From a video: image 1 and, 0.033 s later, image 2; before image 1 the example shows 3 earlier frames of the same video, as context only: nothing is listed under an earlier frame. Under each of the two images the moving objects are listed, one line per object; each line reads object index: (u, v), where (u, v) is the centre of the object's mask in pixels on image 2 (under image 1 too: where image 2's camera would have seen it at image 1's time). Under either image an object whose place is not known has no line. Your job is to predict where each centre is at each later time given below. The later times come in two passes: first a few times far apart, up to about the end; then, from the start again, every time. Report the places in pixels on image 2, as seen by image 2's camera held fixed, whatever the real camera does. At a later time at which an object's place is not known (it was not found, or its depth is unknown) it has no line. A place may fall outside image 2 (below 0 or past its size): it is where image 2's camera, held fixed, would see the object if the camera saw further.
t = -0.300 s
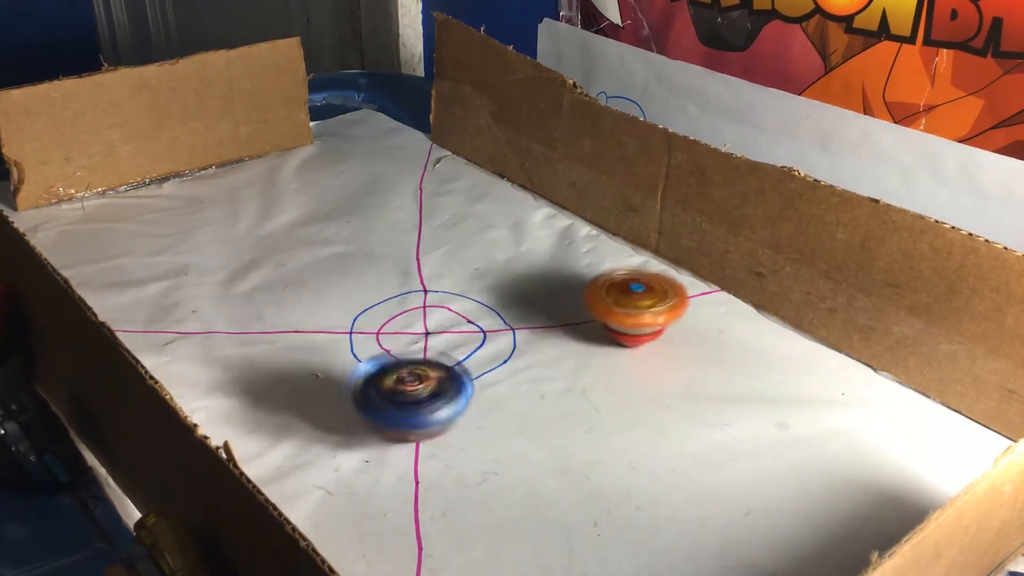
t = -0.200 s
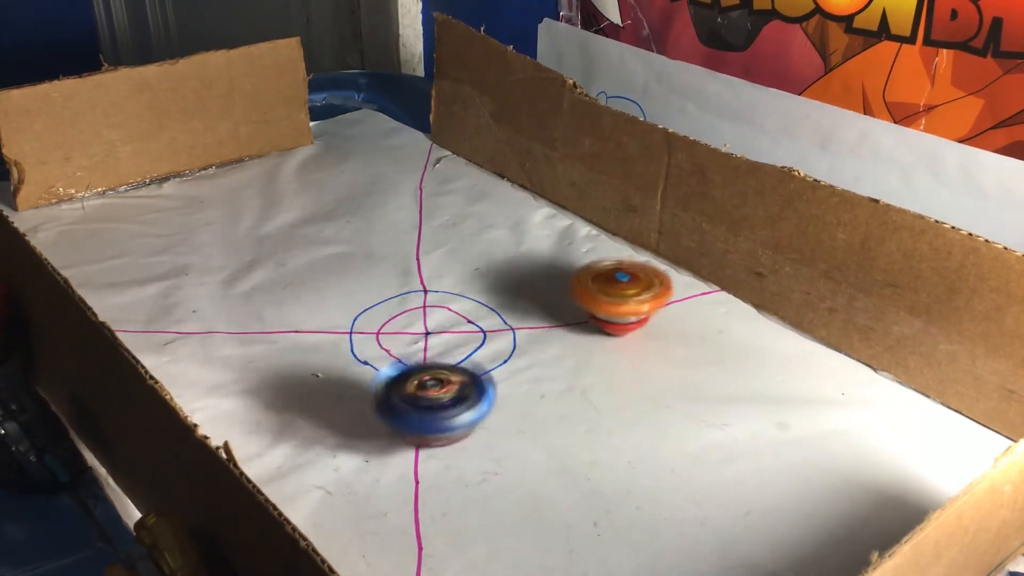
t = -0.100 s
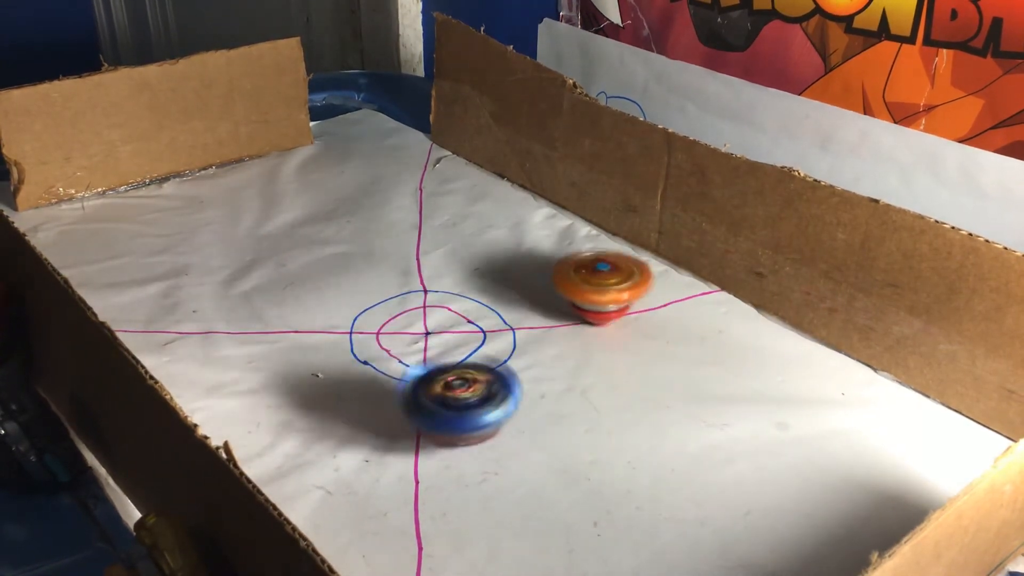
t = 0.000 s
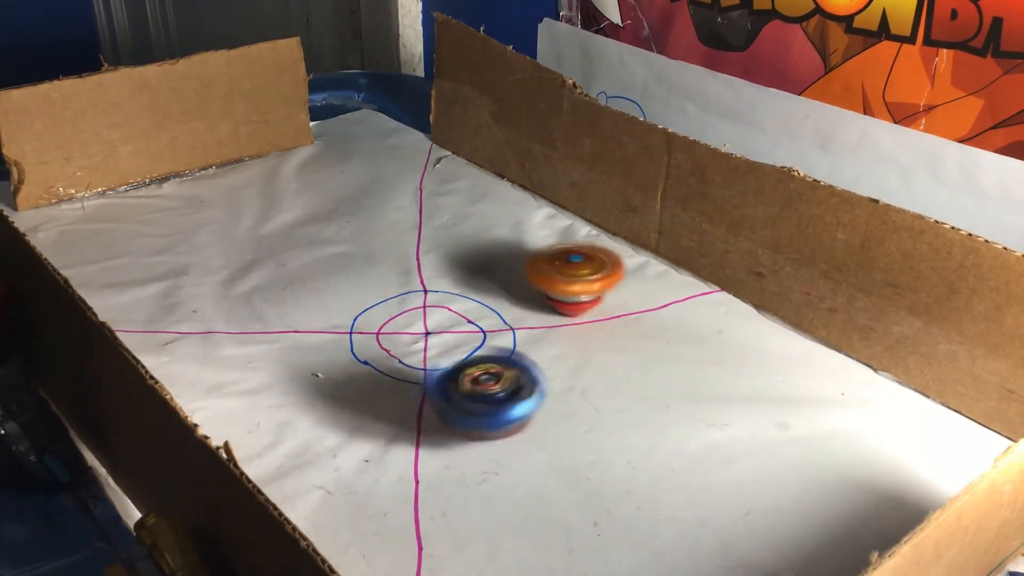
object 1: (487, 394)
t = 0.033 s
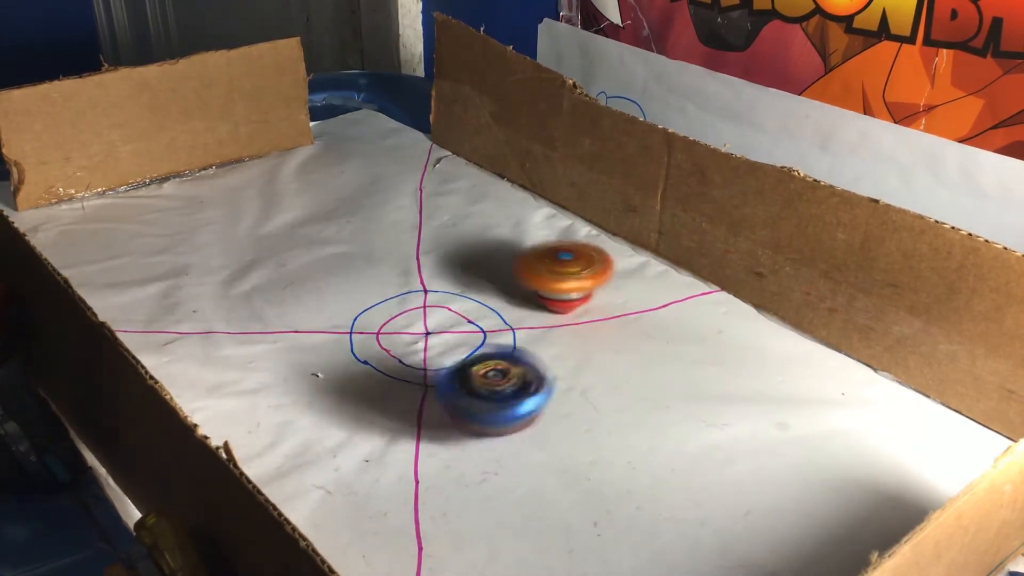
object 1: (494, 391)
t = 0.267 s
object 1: (538, 349)
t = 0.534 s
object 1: (526, 302)
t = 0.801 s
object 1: (484, 299)
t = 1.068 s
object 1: (455, 317)
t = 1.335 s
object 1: (478, 320)
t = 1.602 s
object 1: (498, 308)
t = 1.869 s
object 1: (496, 308)
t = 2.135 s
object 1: (459, 305)
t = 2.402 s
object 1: (489, 297)
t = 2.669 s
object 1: (486, 262)
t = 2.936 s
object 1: (494, 269)
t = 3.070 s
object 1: (489, 273)
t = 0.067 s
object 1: (504, 387)
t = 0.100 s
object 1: (515, 383)
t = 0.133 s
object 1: (522, 378)
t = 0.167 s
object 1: (526, 372)
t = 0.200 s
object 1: (529, 366)
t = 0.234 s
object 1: (534, 356)
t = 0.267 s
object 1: (538, 349)
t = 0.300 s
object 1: (540, 343)
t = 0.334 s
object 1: (543, 336)
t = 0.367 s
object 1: (541, 329)
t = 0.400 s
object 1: (539, 324)
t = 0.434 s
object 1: (535, 318)
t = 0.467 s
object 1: (530, 311)
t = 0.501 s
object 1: (528, 306)
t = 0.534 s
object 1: (526, 302)
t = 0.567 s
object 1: (521, 299)
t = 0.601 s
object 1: (517, 296)
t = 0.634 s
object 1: (513, 295)
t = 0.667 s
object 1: (509, 294)
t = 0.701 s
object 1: (505, 294)
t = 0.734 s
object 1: (500, 295)
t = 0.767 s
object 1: (493, 297)
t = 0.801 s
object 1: (484, 299)
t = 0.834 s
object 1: (474, 300)
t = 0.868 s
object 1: (465, 299)
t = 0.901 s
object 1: (459, 299)
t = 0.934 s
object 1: (457, 300)
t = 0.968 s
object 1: (454, 304)
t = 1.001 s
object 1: (454, 310)
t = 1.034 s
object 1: (455, 313)
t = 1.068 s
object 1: (455, 317)
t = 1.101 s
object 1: (456, 319)
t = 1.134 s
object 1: (457, 320)
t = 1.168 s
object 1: (458, 322)
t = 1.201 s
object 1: (459, 322)
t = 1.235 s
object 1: (461, 323)
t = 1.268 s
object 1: (464, 322)
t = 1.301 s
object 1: (471, 321)
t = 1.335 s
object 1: (478, 320)
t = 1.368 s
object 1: (486, 319)
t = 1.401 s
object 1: (494, 320)
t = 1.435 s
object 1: (497, 319)
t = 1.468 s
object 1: (498, 318)
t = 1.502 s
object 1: (498, 315)
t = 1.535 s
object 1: (497, 312)
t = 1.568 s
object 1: (498, 310)
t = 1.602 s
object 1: (498, 308)
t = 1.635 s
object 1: (499, 307)
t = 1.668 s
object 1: (499, 306)
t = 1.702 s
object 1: (500, 305)
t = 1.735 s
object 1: (500, 305)
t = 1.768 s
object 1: (500, 306)
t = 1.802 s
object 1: (499, 306)
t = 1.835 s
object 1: (498, 307)
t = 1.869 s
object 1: (496, 308)
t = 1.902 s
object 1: (493, 308)
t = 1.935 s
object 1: (490, 309)
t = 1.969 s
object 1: (485, 308)
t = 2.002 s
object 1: (480, 308)
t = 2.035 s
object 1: (474, 308)
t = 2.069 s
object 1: (469, 307)
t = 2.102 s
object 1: (464, 307)
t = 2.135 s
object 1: (459, 305)
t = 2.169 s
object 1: (457, 305)
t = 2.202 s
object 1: (457, 302)
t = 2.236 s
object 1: (458, 301)
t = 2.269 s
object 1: (462, 298)
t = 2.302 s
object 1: (468, 296)
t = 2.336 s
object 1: (476, 295)
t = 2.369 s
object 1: (484, 295)
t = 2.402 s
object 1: (489, 297)
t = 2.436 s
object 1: (490, 297)
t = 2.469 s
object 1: (490, 296)
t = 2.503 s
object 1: (487, 295)
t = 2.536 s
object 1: (484, 290)
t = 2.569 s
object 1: (482, 281)
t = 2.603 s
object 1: (482, 273)
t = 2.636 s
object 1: (483, 267)
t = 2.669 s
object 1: (486, 262)
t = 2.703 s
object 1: (487, 260)
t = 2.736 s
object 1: (489, 258)
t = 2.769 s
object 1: (491, 258)
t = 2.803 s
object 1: (494, 259)
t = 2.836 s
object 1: (497, 262)
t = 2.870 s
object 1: (498, 264)
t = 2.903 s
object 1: (497, 266)
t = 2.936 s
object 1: (494, 269)
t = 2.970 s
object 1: (492, 272)
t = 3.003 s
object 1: (490, 273)
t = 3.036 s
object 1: (490, 272)
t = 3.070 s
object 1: (489, 273)
